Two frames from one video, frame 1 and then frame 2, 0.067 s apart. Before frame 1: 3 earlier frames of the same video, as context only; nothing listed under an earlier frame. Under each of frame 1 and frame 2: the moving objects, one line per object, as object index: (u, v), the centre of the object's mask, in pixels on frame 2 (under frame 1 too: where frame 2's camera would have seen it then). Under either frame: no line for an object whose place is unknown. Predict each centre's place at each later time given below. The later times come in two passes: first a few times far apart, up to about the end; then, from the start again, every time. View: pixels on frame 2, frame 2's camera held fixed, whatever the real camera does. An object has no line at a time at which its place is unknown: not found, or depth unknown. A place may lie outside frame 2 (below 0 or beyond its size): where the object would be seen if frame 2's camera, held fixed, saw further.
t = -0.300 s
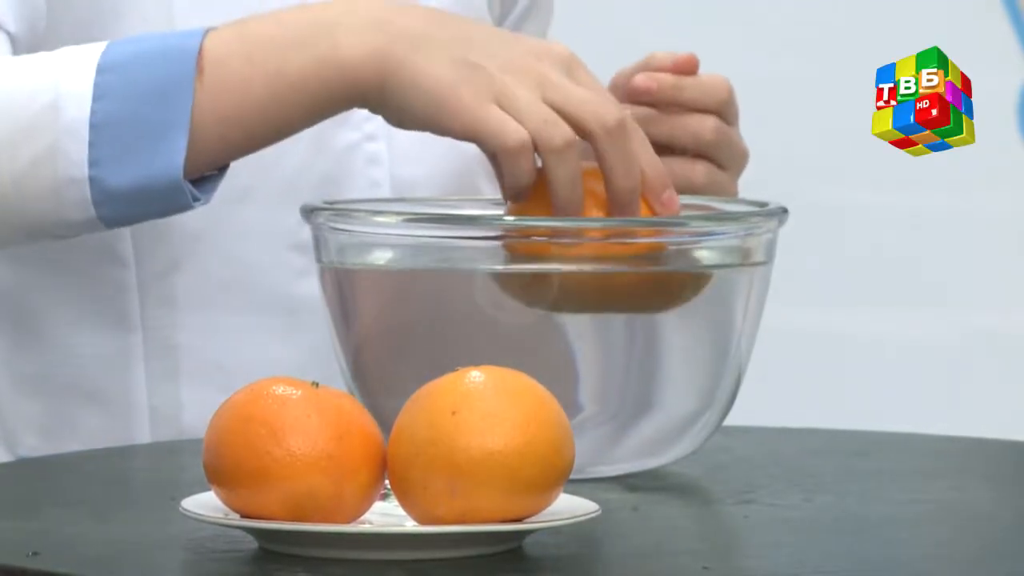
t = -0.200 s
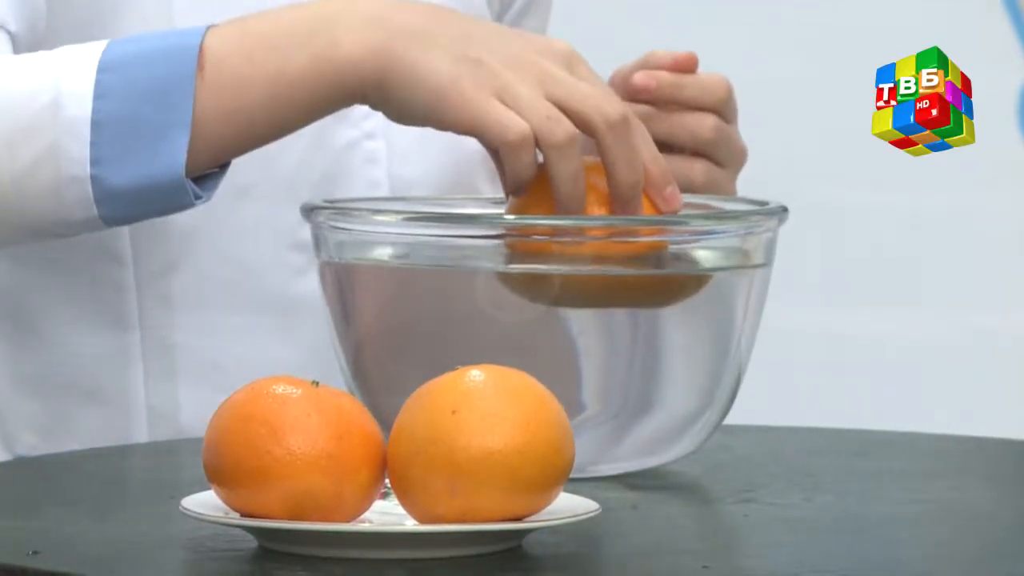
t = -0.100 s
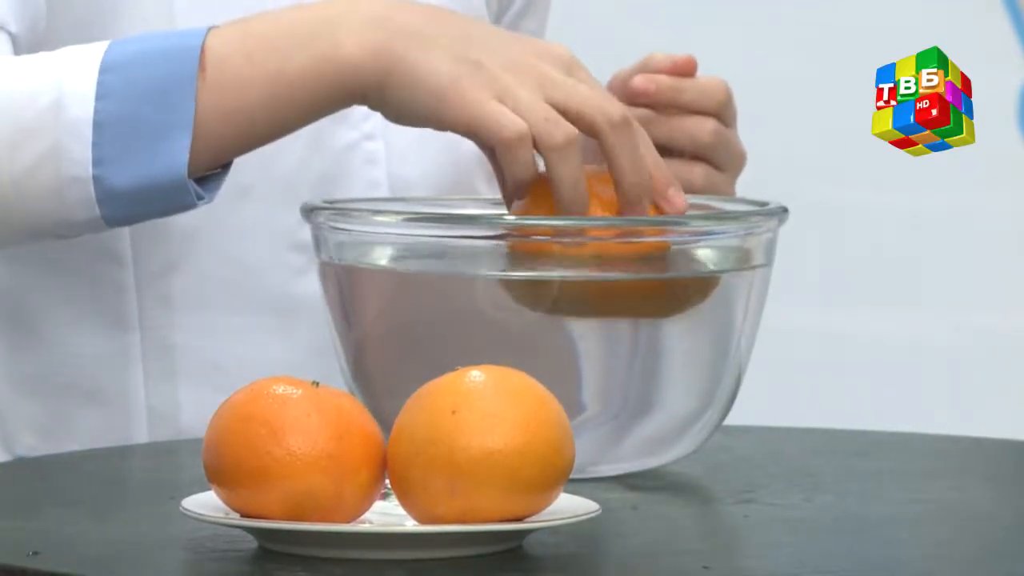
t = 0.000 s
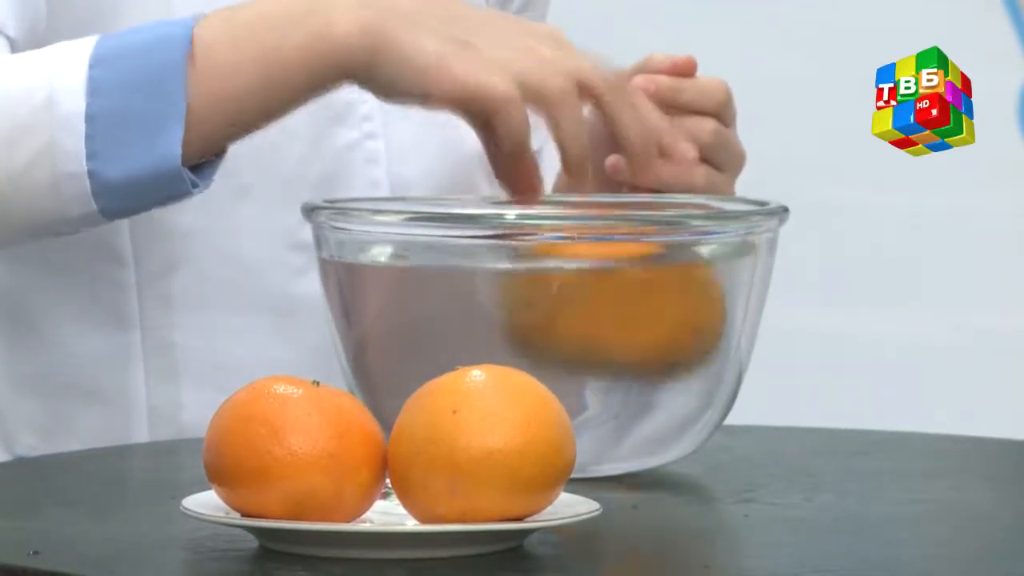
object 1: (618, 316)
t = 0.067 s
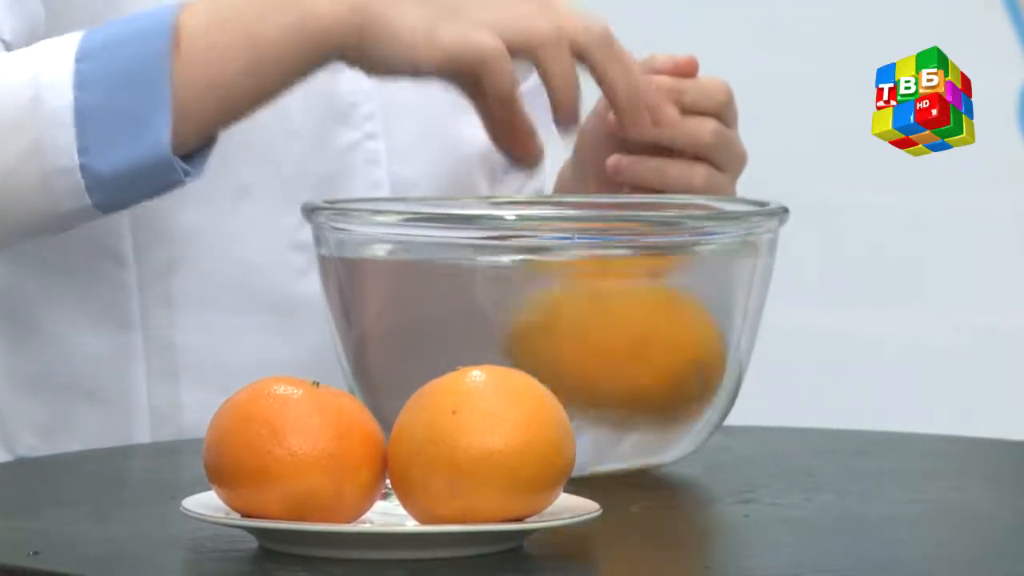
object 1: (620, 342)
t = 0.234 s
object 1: (629, 391)
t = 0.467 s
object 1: (635, 381)
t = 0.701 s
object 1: (624, 307)
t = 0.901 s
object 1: (643, 326)
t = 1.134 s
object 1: (651, 340)
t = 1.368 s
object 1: (672, 312)
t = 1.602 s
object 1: (668, 321)
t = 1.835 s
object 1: (664, 327)
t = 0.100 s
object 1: (624, 375)
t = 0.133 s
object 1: (625, 374)
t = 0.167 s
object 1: (627, 384)
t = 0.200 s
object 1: (628, 389)
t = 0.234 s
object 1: (629, 391)
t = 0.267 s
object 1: (631, 393)
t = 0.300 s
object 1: (632, 394)
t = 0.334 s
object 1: (633, 394)
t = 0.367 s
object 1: (633, 393)
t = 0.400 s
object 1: (635, 390)
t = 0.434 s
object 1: (635, 387)
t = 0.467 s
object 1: (635, 381)
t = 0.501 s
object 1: (635, 365)
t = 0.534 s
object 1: (632, 361)
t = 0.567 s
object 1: (633, 346)
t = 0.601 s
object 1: (633, 332)
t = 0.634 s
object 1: (637, 324)
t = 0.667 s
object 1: (634, 319)
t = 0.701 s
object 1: (624, 307)
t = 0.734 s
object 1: (625, 304)
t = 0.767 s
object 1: (621, 291)
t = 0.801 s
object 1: (641, 312)
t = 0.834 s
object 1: (640, 307)
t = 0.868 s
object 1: (641, 314)
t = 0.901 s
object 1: (643, 326)
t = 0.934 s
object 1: (642, 329)
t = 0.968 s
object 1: (646, 336)
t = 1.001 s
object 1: (648, 339)
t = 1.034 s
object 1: (650, 341)
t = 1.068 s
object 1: (650, 342)
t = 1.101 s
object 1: (650, 342)
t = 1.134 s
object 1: (651, 340)
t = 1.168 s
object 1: (650, 341)
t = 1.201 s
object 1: (648, 330)
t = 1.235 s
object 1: (652, 329)
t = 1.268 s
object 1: (658, 317)
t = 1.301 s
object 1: (662, 308)
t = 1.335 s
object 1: (664, 306)
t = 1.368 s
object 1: (672, 312)
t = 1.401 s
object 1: (675, 304)
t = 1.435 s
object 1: (673, 305)
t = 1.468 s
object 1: (671, 308)
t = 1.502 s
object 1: (672, 313)
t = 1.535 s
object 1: (670, 314)
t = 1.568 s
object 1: (668, 315)
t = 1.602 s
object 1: (668, 321)
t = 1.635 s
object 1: (667, 320)
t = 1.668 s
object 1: (664, 322)
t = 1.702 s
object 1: (663, 329)
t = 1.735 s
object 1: (662, 329)
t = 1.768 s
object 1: (662, 331)
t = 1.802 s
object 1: (663, 330)
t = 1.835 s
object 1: (664, 327)
